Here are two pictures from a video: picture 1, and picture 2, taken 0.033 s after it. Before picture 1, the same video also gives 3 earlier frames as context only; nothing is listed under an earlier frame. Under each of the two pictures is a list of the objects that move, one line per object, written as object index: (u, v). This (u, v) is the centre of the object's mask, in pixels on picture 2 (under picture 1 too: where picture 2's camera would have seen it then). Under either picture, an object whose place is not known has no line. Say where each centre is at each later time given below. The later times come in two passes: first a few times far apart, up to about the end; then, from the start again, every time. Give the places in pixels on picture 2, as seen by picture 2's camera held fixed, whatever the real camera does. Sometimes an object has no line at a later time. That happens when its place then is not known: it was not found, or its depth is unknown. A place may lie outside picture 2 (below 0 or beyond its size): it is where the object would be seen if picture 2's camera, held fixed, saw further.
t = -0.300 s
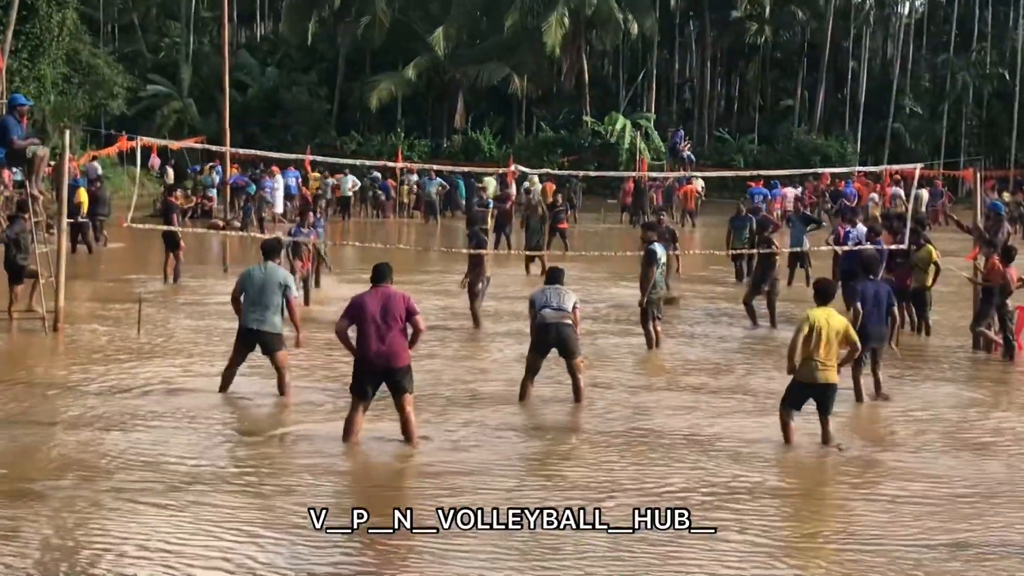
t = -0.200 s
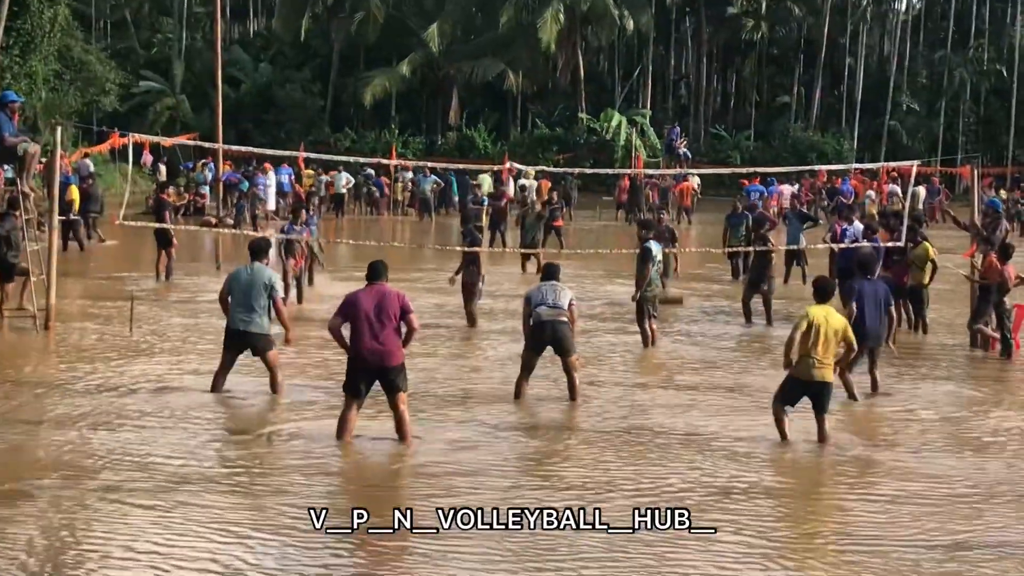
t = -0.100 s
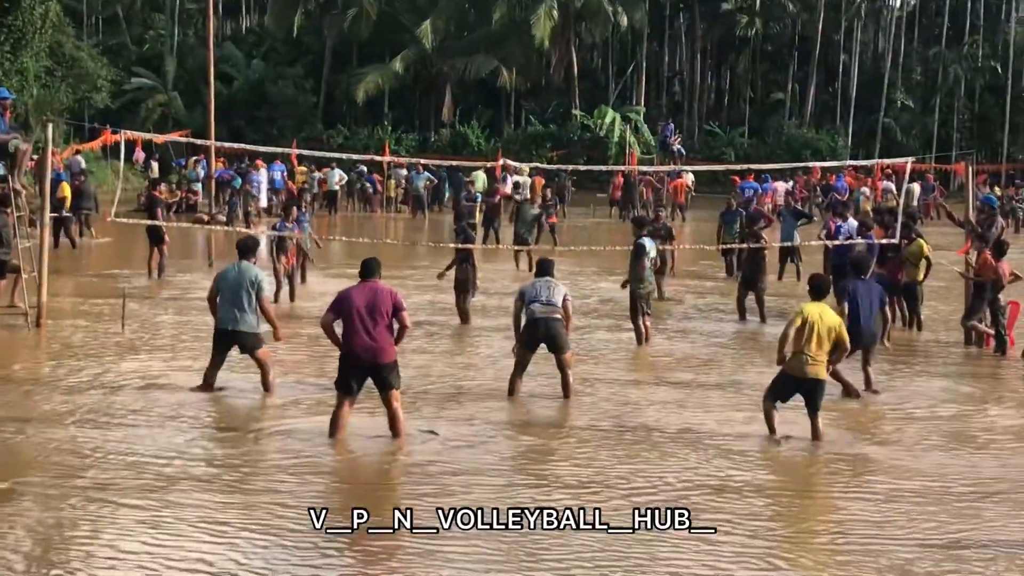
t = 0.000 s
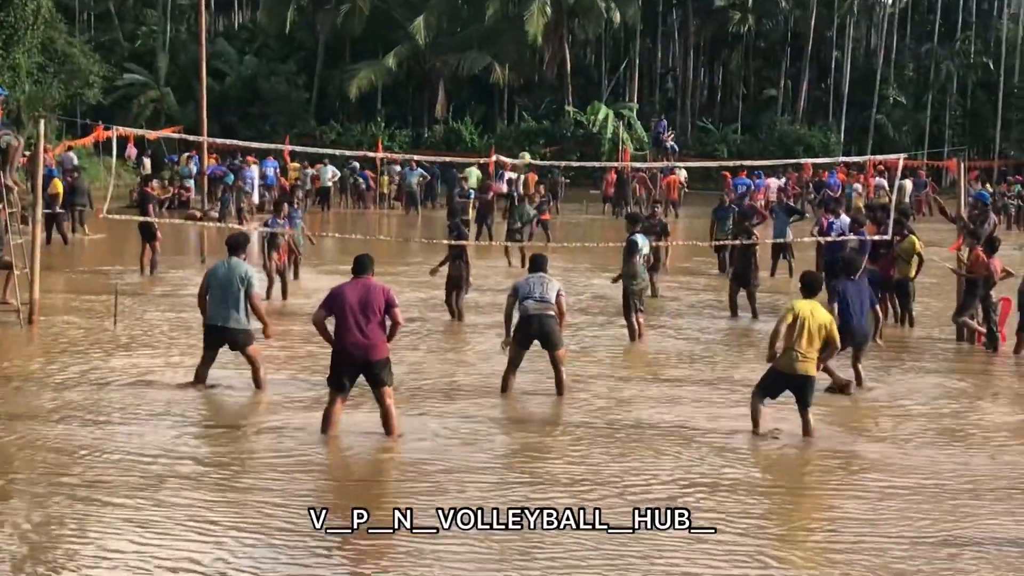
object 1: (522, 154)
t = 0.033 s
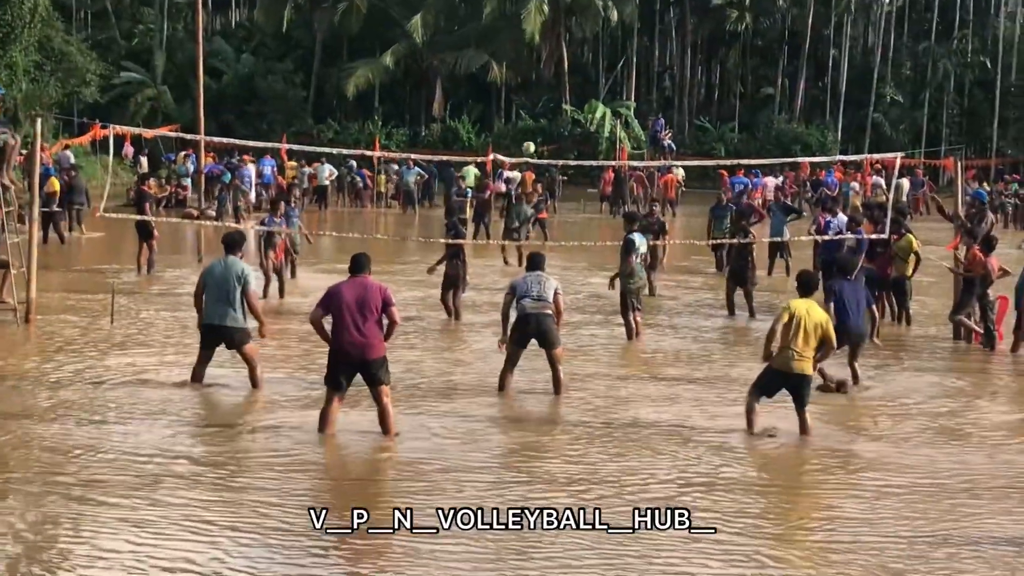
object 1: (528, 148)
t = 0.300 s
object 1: (585, 95)
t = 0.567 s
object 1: (651, 85)
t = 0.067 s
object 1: (535, 140)
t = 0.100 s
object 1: (542, 131)
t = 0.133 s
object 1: (548, 124)
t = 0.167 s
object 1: (555, 117)
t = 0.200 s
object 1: (563, 111)
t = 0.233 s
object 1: (570, 105)
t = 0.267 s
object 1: (577, 100)
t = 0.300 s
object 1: (585, 95)
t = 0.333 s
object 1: (593, 91)
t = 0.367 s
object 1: (600, 88)
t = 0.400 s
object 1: (609, 85)
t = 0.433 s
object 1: (617, 83)
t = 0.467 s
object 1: (625, 81)
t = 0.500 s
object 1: (634, 81)
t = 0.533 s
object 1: (642, 83)
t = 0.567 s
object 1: (651, 85)
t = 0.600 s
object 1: (660, 88)
